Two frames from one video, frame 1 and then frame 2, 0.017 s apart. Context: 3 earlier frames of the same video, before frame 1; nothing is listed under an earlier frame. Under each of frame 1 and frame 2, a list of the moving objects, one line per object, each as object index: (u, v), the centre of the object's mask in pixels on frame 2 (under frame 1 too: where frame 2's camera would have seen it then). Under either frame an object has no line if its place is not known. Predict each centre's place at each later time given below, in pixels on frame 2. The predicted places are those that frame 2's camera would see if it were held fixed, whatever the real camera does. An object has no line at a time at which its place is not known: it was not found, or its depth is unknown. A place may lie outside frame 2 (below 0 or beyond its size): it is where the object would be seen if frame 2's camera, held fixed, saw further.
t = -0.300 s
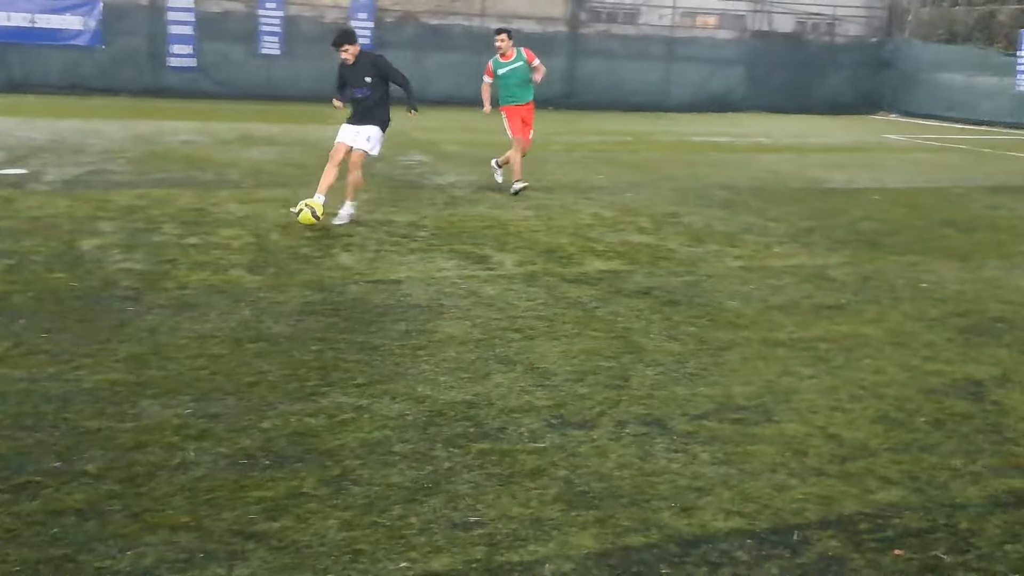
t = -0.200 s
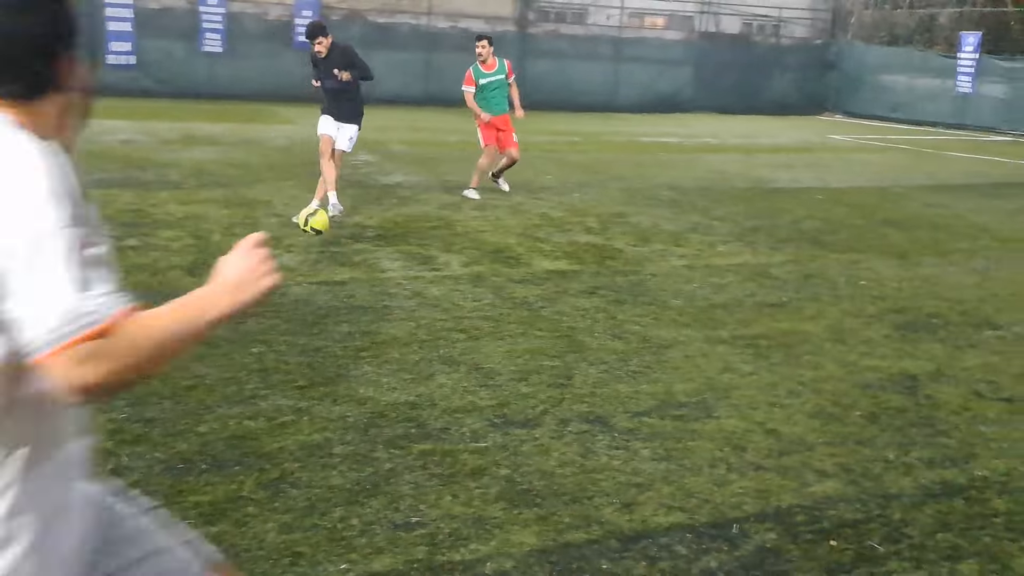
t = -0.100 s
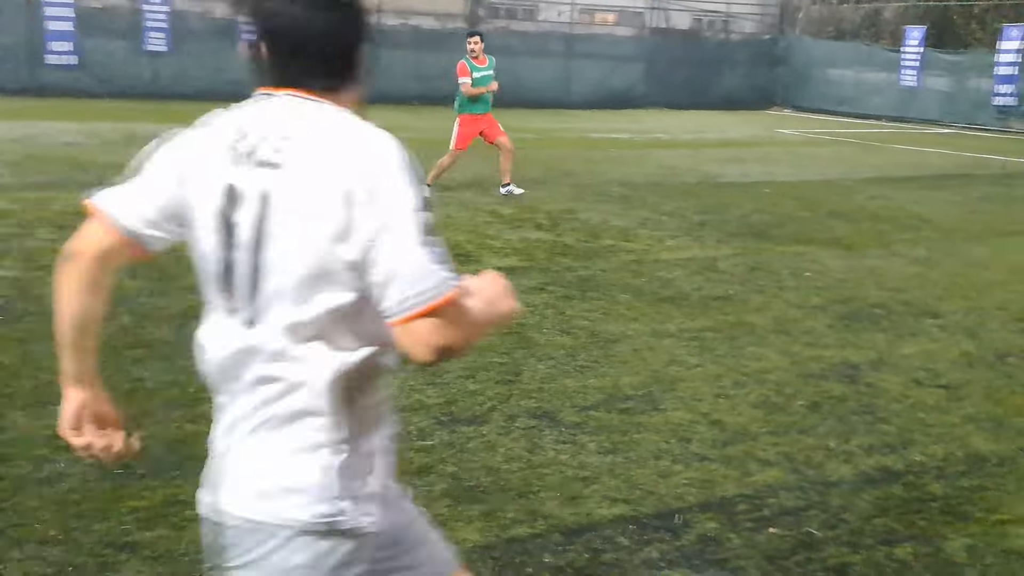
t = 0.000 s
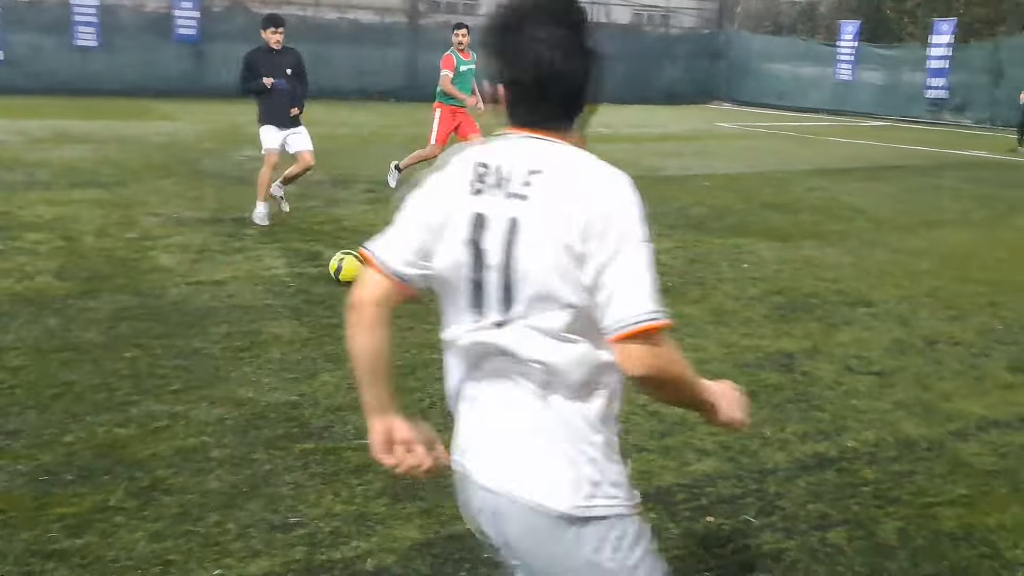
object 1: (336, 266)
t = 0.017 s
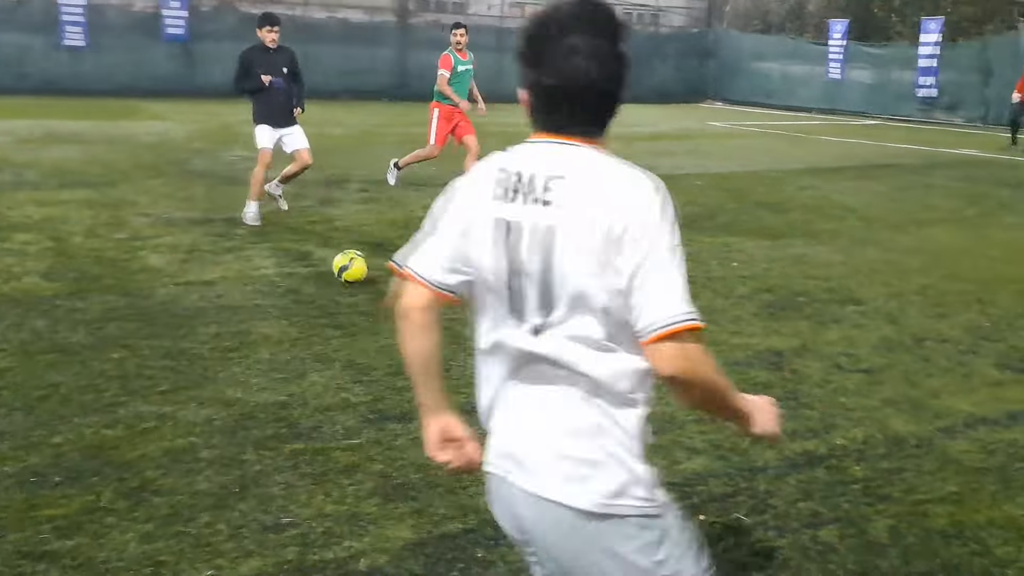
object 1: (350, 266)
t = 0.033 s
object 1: (364, 267)
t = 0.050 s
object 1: (378, 268)
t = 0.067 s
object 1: (391, 269)
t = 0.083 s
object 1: (406, 270)
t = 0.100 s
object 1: (420, 273)
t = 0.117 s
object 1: (434, 275)
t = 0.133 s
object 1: (449, 279)
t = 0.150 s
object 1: (465, 283)
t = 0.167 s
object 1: (480, 287)
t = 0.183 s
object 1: (496, 292)
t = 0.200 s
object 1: (512, 298)
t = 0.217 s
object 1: (528, 304)
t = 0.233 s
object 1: (545, 310)
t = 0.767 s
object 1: (1092, 396)
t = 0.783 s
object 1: (1111, 401)
